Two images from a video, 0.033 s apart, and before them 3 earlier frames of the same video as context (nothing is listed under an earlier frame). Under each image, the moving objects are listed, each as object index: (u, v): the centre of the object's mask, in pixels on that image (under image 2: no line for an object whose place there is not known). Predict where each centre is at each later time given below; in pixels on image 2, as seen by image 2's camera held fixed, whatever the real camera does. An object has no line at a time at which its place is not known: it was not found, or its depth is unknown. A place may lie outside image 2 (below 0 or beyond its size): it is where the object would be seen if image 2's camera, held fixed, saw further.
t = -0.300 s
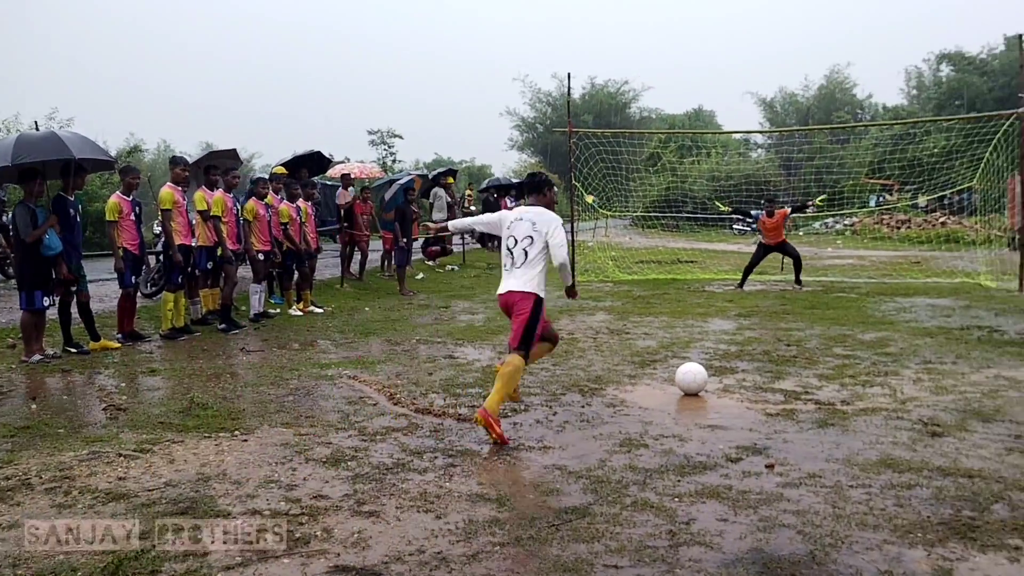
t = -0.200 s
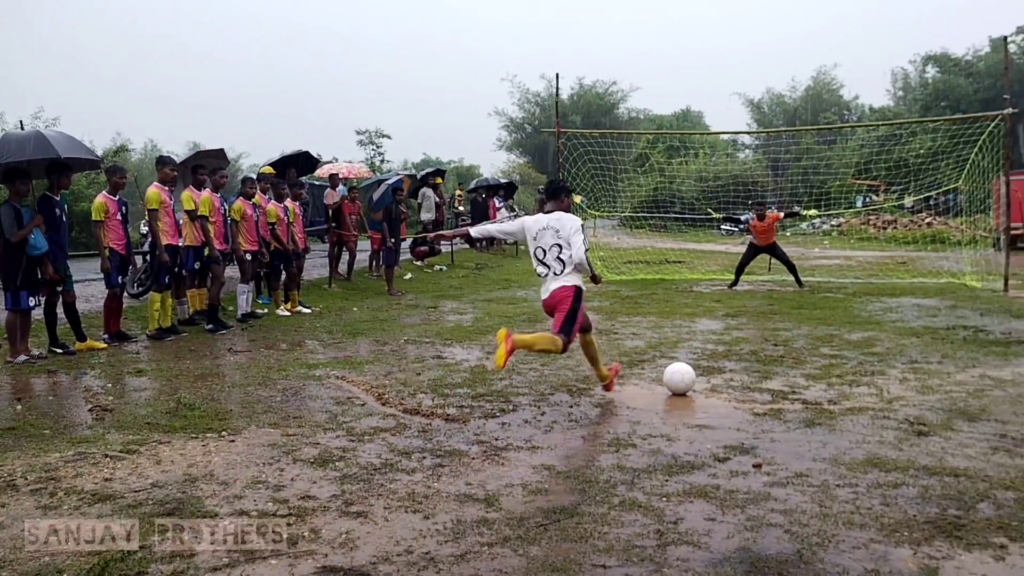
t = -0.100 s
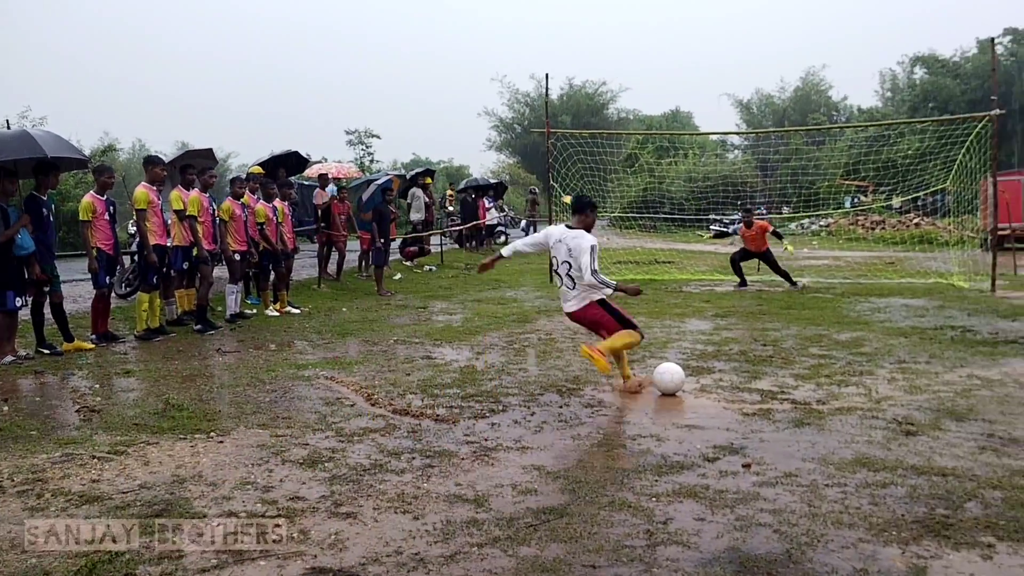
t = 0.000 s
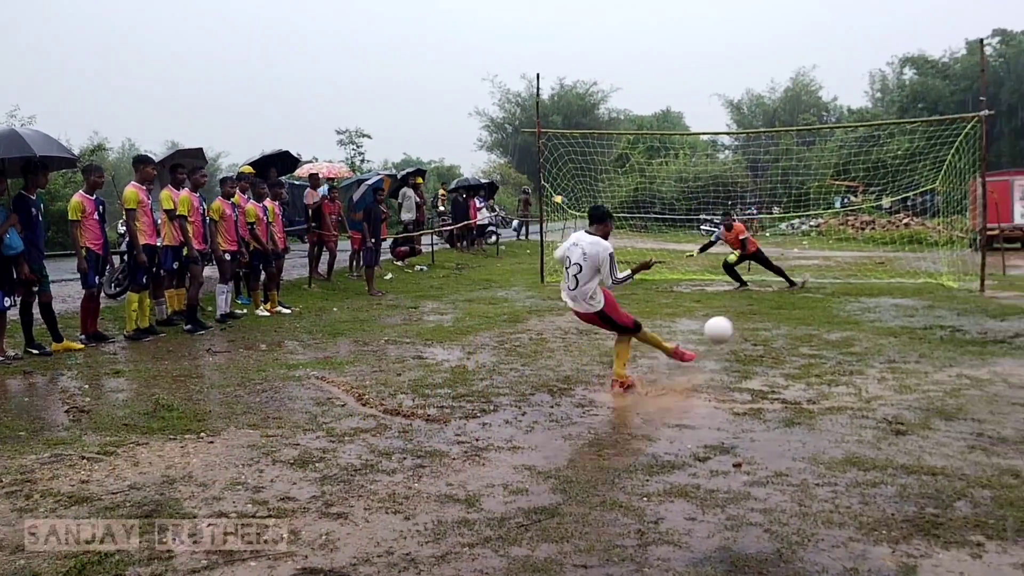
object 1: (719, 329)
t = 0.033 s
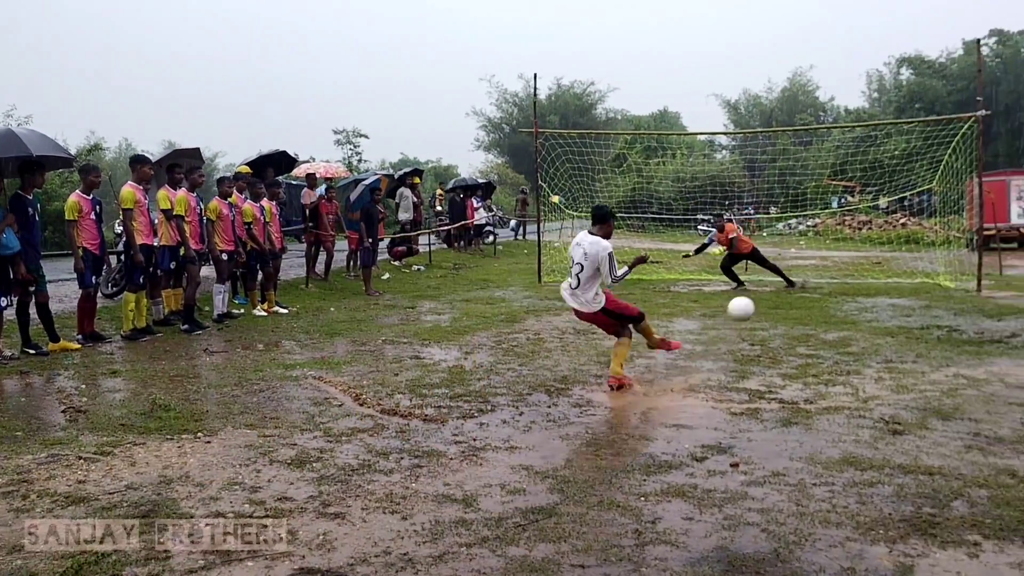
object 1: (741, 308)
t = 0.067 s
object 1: (761, 291)
